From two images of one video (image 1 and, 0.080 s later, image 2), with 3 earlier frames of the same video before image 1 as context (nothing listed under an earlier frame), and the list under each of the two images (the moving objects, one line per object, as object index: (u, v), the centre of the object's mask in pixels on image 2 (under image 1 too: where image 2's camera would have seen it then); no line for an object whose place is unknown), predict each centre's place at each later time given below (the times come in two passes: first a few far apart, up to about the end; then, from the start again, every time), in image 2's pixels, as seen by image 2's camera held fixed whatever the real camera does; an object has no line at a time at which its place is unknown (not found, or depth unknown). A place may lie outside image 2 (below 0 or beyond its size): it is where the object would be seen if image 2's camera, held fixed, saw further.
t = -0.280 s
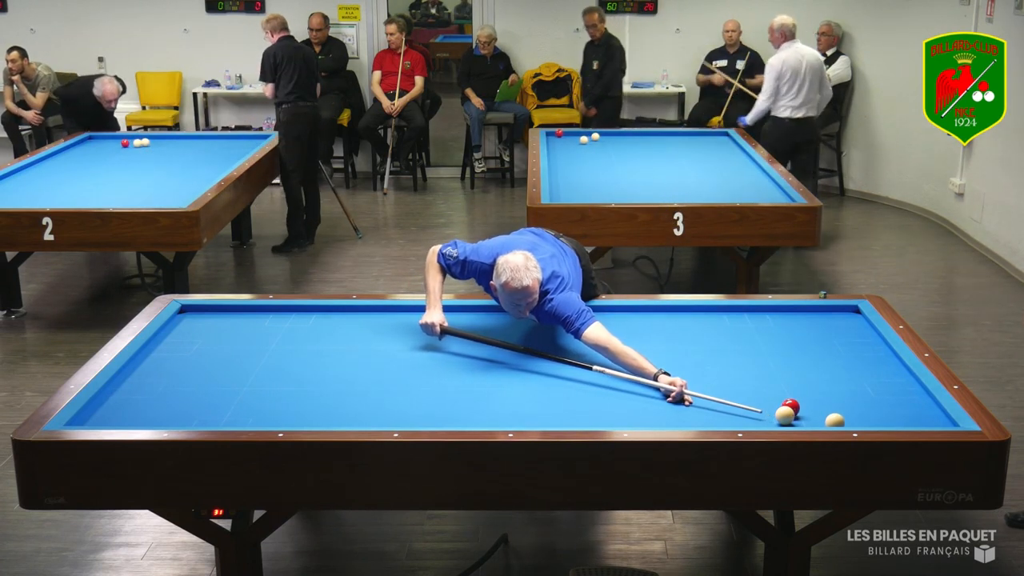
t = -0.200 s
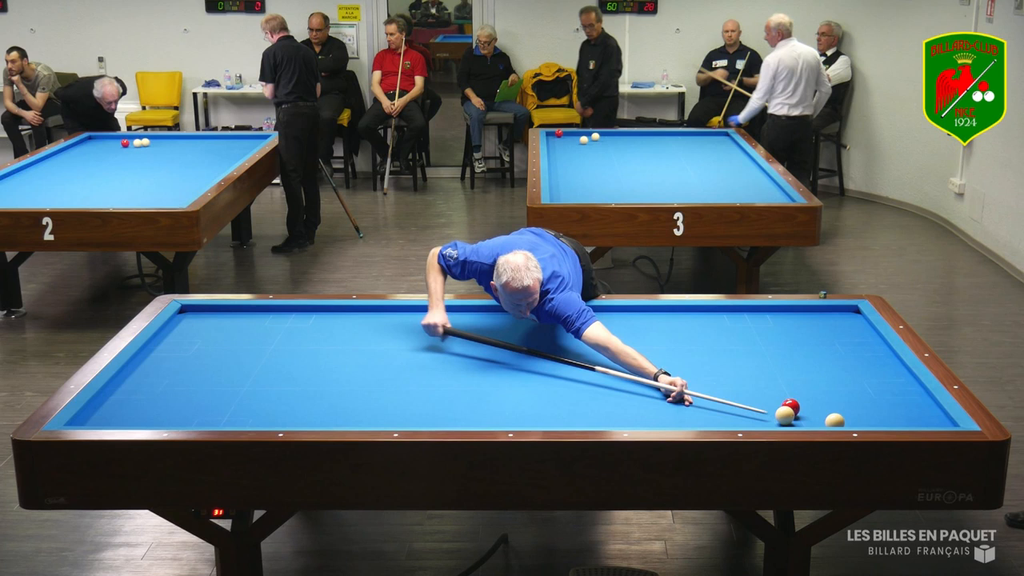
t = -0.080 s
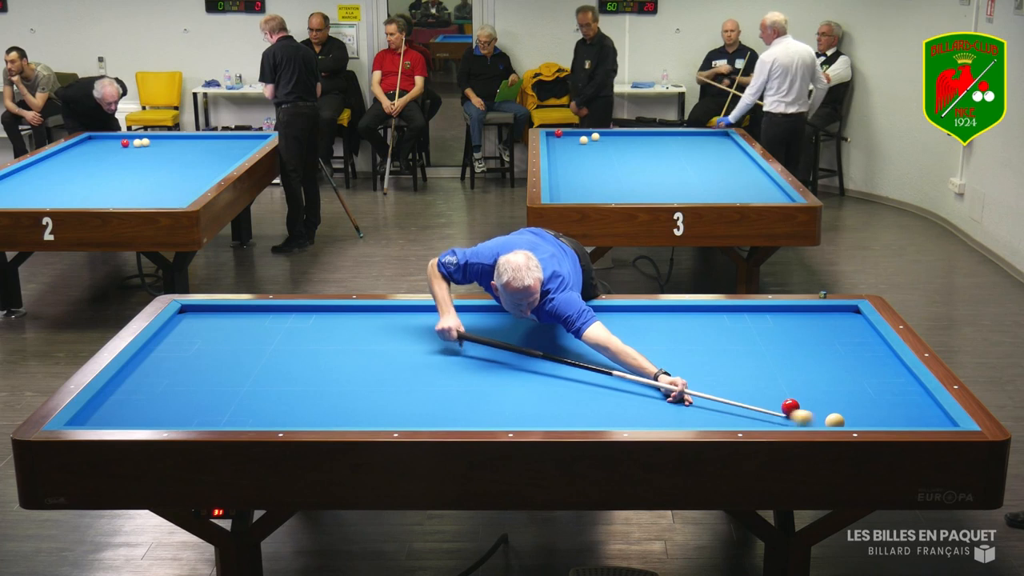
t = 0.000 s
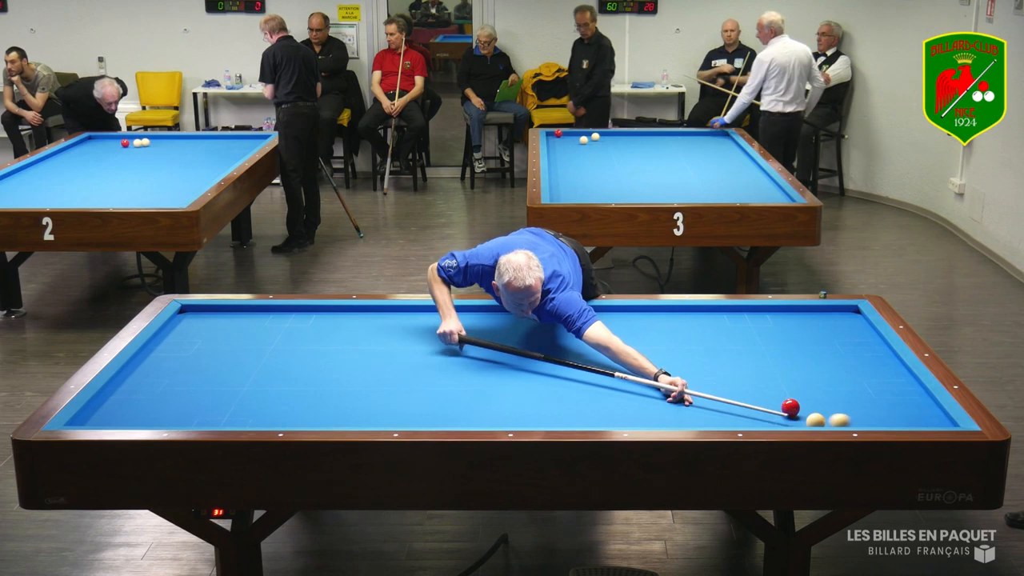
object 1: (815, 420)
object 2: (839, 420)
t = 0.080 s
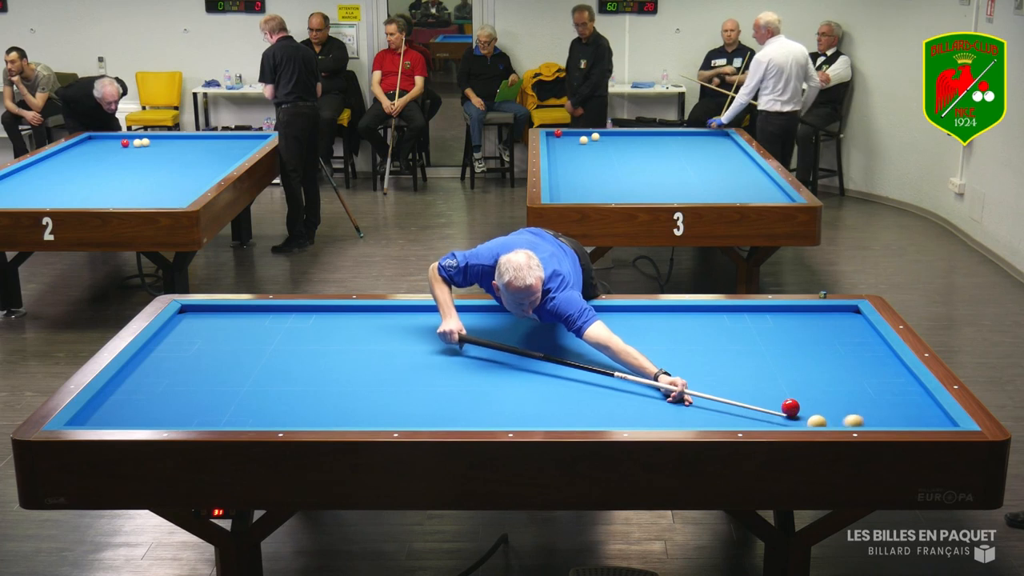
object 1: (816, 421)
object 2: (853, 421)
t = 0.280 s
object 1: (816, 421)
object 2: (882, 422)
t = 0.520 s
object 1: (812, 420)
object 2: (910, 421)
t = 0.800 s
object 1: (809, 418)
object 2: (940, 420)
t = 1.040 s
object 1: (807, 416)
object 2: (933, 420)
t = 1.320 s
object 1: (804, 414)
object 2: (915, 419)
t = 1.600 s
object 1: (804, 413)
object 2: (899, 419)
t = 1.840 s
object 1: (804, 412)
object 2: (886, 418)
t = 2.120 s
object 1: (804, 412)
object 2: (872, 418)
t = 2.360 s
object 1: (804, 412)
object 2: (860, 418)
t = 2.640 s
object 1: (804, 412)
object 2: (849, 417)
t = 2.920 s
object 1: (804, 412)
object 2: (838, 417)
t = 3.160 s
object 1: (804, 412)
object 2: (831, 417)
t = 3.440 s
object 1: (804, 412)
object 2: (823, 417)
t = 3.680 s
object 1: (802, 412)
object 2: (819, 417)
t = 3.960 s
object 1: (801, 411)
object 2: (816, 418)
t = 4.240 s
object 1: (801, 411)
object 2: (814, 418)
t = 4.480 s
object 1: (801, 411)
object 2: (814, 418)
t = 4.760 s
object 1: (801, 411)
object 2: (813, 418)
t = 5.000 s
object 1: (801, 411)
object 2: (813, 418)
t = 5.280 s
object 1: (801, 411)
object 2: (813, 418)
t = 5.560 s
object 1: (801, 411)
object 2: (813, 418)
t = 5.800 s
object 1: (801, 411)
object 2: (813, 418)
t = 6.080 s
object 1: (801, 411)
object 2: (813, 418)
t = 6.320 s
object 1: (801, 411)
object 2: (813, 418)
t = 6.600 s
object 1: (801, 411)
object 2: (813, 418)
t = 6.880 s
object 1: (801, 411)
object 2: (813, 418)
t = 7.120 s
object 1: (800, 411)
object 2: (813, 418)
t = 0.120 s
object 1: (817, 422)
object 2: (859, 421)
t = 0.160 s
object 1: (817, 422)
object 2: (865, 421)
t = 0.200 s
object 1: (817, 422)
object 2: (870, 422)
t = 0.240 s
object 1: (816, 421)
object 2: (876, 422)
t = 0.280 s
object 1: (816, 421)
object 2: (882, 422)
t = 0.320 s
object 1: (815, 421)
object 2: (887, 422)
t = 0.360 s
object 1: (814, 421)
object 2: (892, 422)
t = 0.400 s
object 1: (814, 420)
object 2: (896, 422)
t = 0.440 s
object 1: (813, 420)
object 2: (901, 422)
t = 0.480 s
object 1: (813, 420)
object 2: (905, 422)
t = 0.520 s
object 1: (812, 420)
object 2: (910, 421)
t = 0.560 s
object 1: (812, 419)
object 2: (914, 421)
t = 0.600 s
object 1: (811, 419)
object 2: (919, 421)
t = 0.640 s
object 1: (811, 419)
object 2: (923, 421)
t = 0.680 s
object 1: (810, 419)
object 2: (928, 421)
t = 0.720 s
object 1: (810, 418)
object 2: (932, 421)
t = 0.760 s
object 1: (809, 418)
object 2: (936, 420)
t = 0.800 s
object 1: (809, 418)
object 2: (940, 420)
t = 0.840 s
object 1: (809, 418)
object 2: (944, 420)
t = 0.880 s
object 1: (808, 417)
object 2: (943, 420)
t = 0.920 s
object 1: (808, 417)
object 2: (941, 420)
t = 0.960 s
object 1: (807, 417)
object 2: (938, 420)
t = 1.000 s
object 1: (807, 416)
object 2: (935, 420)
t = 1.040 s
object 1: (807, 416)
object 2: (933, 420)
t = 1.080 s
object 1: (806, 416)
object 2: (930, 420)
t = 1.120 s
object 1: (806, 416)
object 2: (927, 420)
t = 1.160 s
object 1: (806, 415)
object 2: (925, 420)
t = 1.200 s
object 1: (805, 415)
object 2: (922, 419)
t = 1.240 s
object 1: (805, 415)
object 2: (920, 419)
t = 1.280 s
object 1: (805, 414)
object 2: (917, 419)
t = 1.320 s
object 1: (804, 414)
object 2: (915, 419)
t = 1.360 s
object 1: (804, 414)
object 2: (912, 419)
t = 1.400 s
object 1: (804, 414)
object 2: (910, 419)
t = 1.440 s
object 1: (804, 413)
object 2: (908, 419)
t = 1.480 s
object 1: (804, 413)
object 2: (905, 419)
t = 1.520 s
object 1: (804, 413)
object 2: (903, 419)
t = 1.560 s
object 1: (804, 413)
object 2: (901, 419)
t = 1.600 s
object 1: (804, 413)
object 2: (899, 419)
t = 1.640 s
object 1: (804, 413)
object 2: (896, 419)
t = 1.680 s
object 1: (804, 413)
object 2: (894, 419)
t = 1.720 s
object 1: (804, 413)
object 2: (892, 418)
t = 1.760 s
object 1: (804, 413)
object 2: (890, 418)
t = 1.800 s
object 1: (804, 413)
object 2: (888, 418)
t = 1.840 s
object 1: (804, 412)
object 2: (886, 418)
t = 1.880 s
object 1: (804, 412)
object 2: (883, 418)
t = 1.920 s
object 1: (804, 412)
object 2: (881, 418)
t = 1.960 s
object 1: (804, 412)
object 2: (879, 418)
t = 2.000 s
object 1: (804, 412)
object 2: (877, 418)
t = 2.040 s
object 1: (804, 412)
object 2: (875, 418)
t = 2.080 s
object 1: (804, 412)
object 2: (873, 418)
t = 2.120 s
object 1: (804, 412)
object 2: (872, 418)
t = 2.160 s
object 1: (804, 412)
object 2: (870, 418)
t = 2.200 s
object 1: (804, 412)
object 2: (868, 418)
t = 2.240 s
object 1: (804, 412)
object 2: (866, 418)
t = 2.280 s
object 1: (804, 412)
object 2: (864, 418)
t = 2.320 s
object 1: (804, 412)
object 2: (862, 418)
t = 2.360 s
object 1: (804, 412)
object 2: (860, 418)
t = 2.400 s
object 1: (804, 412)
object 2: (859, 418)
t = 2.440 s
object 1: (804, 412)
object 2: (857, 418)
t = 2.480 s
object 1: (804, 412)
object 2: (855, 418)
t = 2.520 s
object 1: (804, 412)
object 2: (854, 418)
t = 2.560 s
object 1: (804, 412)
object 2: (852, 417)
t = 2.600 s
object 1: (804, 412)
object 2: (850, 417)
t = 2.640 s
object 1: (804, 412)
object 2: (849, 417)
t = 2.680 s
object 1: (804, 412)
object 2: (847, 417)
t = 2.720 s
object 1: (804, 412)
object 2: (846, 417)
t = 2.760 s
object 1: (804, 412)
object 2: (844, 417)
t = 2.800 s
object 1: (804, 412)
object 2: (843, 417)
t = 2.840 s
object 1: (804, 412)
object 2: (841, 417)
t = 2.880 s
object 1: (804, 412)
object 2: (840, 417)
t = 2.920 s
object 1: (804, 412)
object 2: (838, 417)
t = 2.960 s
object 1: (804, 412)
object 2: (837, 417)
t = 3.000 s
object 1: (804, 412)
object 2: (836, 417)
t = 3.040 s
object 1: (804, 412)
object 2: (835, 417)
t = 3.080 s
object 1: (804, 412)
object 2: (833, 417)
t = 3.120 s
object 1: (804, 412)
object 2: (832, 417)
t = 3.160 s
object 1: (804, 412)
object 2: (831, 417)
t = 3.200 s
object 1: (804, 412)
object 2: (829, 417)
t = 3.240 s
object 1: (804, 412)
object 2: (828, 417)
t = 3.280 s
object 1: (804, 412)
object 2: (827, 417)
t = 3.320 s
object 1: (804, 412)
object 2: (826, 417)
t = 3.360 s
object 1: (804, 412)
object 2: (825, 417)
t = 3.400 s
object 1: (804, 412)
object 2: (824, 417)
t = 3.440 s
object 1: (804, 412)
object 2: (823, 417)
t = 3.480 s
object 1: (804, 412)
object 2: (822, 417)
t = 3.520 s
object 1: (804, 412)
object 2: (821, 417)
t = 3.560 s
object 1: (803, 412)
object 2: (820, 417)
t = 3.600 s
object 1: (803, 412)
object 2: (819, 417)
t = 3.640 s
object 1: (803, 412)
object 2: (819, 417)
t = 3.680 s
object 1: (802, 412)
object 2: (819, 417)
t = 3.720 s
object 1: (802, 412)
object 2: (818, 417)
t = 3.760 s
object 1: (802, 412)
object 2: (818, 417)
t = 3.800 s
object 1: (801, 412)
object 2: (817, 417)
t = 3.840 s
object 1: (801, 412)
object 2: (817, 417)
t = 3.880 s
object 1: (801, 412)
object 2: (817, 417)
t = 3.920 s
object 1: (801, 411)
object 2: (816, 418)
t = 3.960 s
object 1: (801, 411)
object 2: (816, 418)
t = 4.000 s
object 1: (801, 411)
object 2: (816, 418)
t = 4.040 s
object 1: (801, 411)
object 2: (815, 418)
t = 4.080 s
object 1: (801, 411)
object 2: (815, 418)
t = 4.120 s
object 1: (801, 411)
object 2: (815, 418)
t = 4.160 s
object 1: (801, 411)
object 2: (815, 418)
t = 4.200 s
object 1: (801, 411)
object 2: (814, 418)
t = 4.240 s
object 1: (801, 411)
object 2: (814, 418)
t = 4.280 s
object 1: (801, 411)
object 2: (814, 418)
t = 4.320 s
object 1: (801, 411)
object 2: (814, 418)
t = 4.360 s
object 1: (801, 411)
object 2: (814, 418)
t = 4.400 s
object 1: (801, 411)
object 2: (814, 418)
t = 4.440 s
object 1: (801, 411)
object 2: (814, 418)
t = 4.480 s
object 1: (801, 411)
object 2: (814, 418)
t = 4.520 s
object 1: (801, 411)
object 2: (814, 418)
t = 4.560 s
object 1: (801, 411)
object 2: (813, 418)
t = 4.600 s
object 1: (801, 411)
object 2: (813, 418)
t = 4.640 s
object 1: (801, 411)
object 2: (813, 418)
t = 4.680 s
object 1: (800, 411)
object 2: (813, 418)
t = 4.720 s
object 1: (801, 411)
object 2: (813, 418)
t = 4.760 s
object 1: (801, 411)
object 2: (813, 418)
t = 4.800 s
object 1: (801, 411)
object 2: (813, 418)
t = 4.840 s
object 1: (801, 411)
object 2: (813, 418)
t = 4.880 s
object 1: (801, 411)
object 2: (813, 418)
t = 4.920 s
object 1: (801, 411)
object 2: (813, 418)
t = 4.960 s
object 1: (801, 411)
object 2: (813, 418)
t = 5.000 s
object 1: (801, 411)
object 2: (813, 418)
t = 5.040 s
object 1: (801, 411)
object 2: (813, 418)
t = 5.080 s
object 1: (801, 411)
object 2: (813, 418)
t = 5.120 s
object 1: (801, 411)
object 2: (813, 418)
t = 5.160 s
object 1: (801, 411)
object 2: (813, 418)
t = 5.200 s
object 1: (801, 411)
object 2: (813, 418)
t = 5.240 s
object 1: (801, 411)
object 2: (813, 418)
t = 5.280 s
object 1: (801, 411)
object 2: (813, 418)
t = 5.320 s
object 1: (801, 411)
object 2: (813, 418)
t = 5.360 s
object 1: (801, 411)
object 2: (813, 418)
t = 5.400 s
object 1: (801, 411)
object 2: (813, 418)
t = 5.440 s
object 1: (801, 411)
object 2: (813, 418)
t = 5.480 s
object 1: (801, 411)
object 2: (813, 418)
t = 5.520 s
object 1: (801, 411)
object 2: (813, 418)
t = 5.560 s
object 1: (801, 411)
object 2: (813, 418)
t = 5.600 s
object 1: (801, 411)
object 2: (813, 418)
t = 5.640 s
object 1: (801, 411)
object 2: (813, 418)
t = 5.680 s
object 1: (801, 411)
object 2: (813, 418)
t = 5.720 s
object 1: (801, 411)
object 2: (813, 418)
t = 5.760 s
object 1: (801, 411)
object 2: (813, 418)
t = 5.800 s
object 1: (801, 411)
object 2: (813, 418)
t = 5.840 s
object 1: (800, 411)
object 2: (813, 418)
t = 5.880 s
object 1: (801, 411)
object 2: (813, 418)
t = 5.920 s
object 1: (801, 411)
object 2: (813, 418)
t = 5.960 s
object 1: (801, 411)
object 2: (813, 418)
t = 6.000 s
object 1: (801, 411)
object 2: (813, 418)
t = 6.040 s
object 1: (801, 411)
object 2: (813, 418)
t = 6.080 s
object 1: (801, 411)
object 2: (813, 418)
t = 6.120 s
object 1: (801, 411)
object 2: (813, 418)
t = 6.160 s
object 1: (801, 411)
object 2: (813, 418)
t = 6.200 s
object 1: (801, 411)
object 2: (813, 418)
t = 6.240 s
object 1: (801, 411)
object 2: (813, 418)
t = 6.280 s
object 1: (801, 411)
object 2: (813, 418)
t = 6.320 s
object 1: (801, 411)
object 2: (813, 418)
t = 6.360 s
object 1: (801, 411)
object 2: (813, 418)
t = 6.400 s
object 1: (801, 411)
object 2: (813, 418)
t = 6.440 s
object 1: (801, 411)
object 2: (813, 418)
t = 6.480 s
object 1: (801, 411)
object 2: (813, 418)
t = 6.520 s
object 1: (801, 411)
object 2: (813, 418)
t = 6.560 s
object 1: (801, 411)
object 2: (813, 418)
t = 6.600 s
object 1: (801, 411)
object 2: (813, 418)
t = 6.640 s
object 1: (801, 411)
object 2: (813, 418)
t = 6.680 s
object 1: (801, 411)
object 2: (813, 418)
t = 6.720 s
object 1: (801, 411)
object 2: (813, 418)
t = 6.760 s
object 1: (801, 411)
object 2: (813, 418)
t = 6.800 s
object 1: (801, 411)
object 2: (813, 418)
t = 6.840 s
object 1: (801, 411)
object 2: (813, 418)
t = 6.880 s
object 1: (801, 411)
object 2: (813, 418)
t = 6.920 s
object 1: (801, 411)
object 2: (813, 418)
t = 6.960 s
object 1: (800, 411)
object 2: (813, 418)
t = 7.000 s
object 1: (801, 411)
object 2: (813, 418)
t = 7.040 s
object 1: (800, 411)
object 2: (813, 418)
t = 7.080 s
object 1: (801, 411)
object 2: (813, 418)
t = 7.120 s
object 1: (800, 411)
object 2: (813, 418)
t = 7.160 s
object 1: (801, 411)
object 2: (813, 418)
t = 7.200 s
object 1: (800, 411)
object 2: (813, 418)
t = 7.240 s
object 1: (801, 411)
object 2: (813, 418)
